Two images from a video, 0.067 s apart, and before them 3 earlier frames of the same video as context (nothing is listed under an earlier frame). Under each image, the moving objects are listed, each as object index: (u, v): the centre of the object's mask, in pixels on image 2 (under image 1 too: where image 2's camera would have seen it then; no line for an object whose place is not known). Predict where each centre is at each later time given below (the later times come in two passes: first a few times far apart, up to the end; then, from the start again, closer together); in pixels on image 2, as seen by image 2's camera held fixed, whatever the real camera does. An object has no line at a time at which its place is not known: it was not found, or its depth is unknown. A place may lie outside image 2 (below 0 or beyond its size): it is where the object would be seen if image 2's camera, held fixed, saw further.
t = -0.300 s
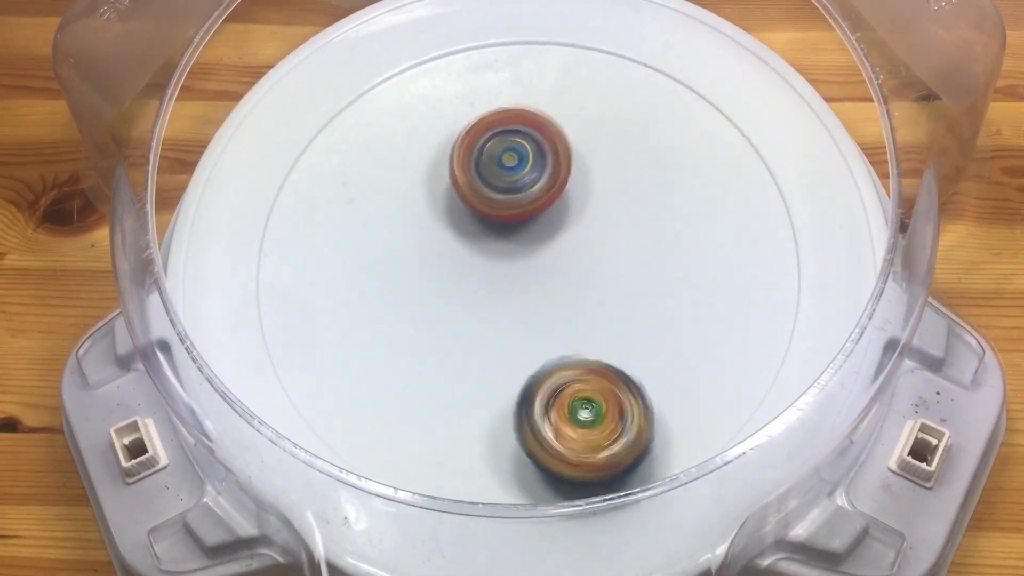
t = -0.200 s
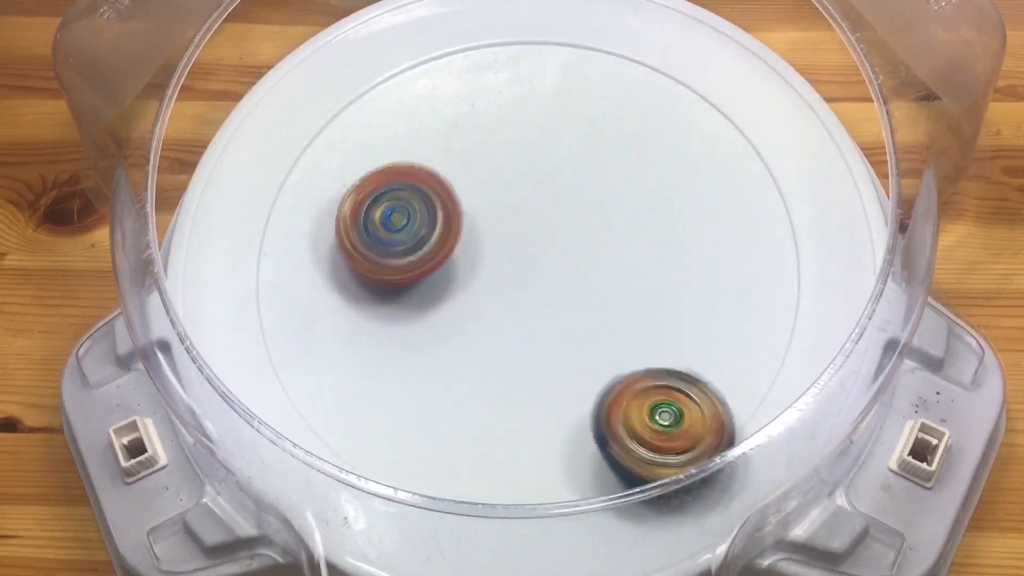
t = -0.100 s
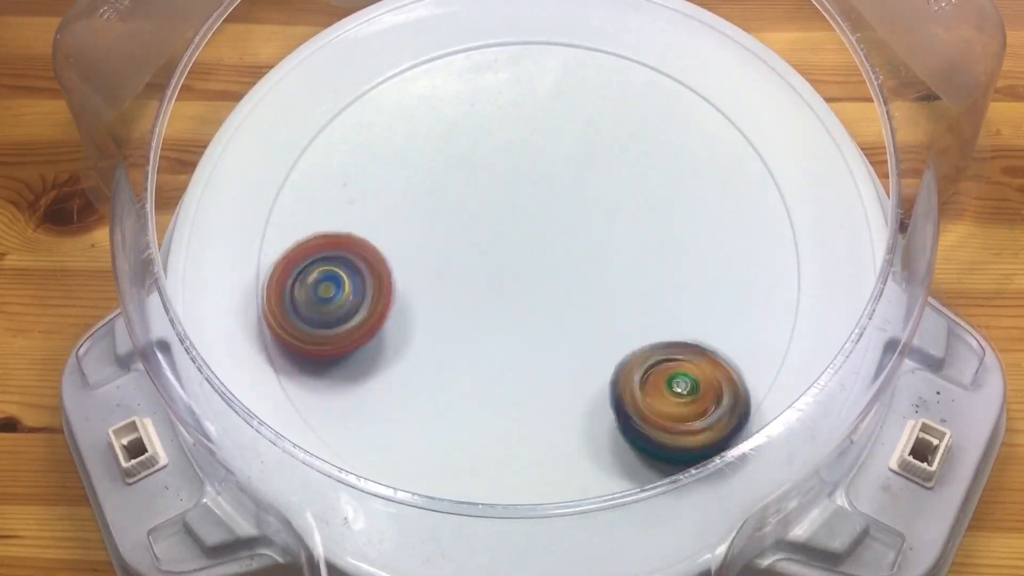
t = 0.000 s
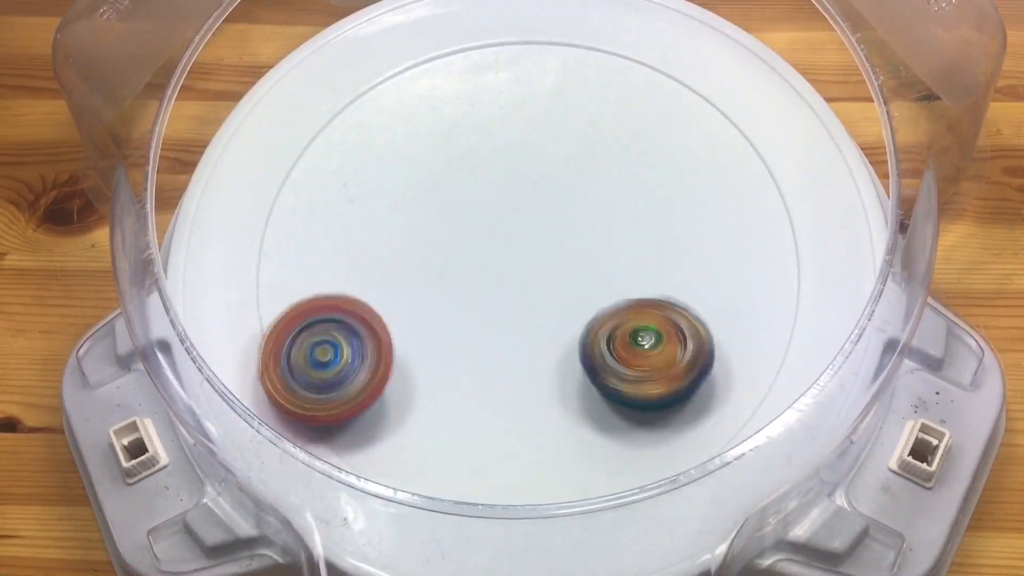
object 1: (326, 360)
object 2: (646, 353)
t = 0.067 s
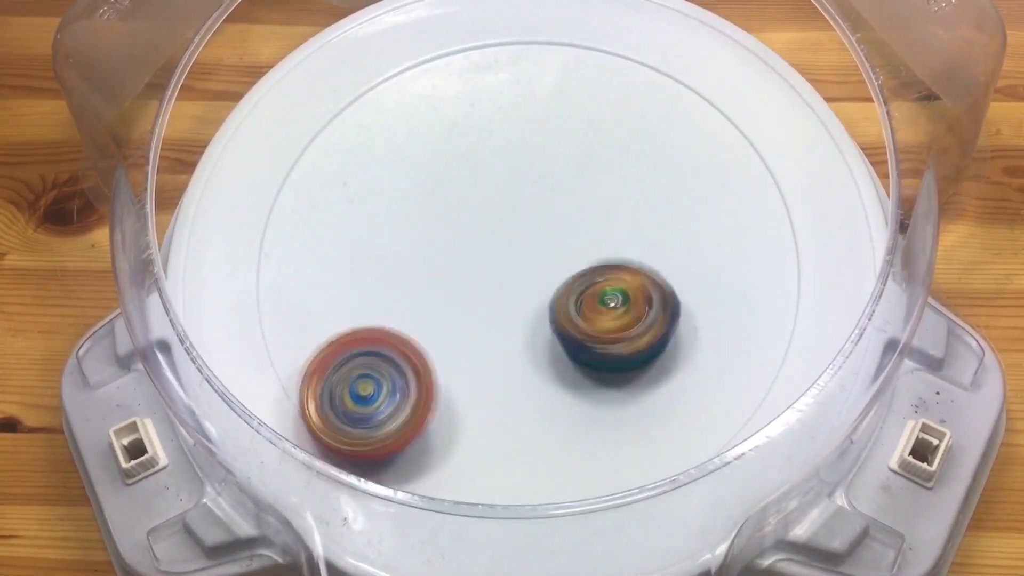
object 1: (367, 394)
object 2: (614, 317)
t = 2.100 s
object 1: (414, 325)
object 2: (600, 260)
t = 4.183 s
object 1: (497, 157)
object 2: (550, 289)
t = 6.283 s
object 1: (587, 351)
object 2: (472, 202)
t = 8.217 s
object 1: (439, 181)
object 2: (553, 275)
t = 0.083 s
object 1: (383, 402)
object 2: (605, 307)
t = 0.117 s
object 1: (418, 413)
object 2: (587, 288)
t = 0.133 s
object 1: (439, 414)
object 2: (578, 280)
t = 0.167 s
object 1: (483, 417)
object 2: (562, 261)
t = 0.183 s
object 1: (505, 418)
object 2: (555, 253)
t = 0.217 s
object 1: (554, 411)
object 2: (542, 233)
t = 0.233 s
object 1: (579, 404)
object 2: (538, 224)
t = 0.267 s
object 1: (628, 388)
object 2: (530, 205)
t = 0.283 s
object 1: (653, 377)
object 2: (528, 196)
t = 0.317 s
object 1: (699, 352)
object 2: (525, 179)
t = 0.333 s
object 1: (716, 336)
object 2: (525, 170)
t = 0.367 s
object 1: (752, 302)
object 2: (528, 156)
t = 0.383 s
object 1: (769, 280)
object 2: (530, 151)
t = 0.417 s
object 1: (788, 237)
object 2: (538, 141)
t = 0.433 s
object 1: (796, 218)
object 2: (543, 136)
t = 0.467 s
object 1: (789, 175)
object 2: (555, 130)
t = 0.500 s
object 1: (765, 140)
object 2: (568, 127)
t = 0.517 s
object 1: (750, 127)
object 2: (576, 127)
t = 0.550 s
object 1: (713, 97)
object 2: (593, 130)
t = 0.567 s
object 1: (703, 79)
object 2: (586, 134)
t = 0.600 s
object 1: (699, 49)
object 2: (558, 151)
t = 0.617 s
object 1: (694, 38)
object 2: (544, 161)
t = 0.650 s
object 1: (680, 27)
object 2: (517, 179)
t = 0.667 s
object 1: (671, 24)
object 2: (506, 187)
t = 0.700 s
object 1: (642, 24)
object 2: (484, 207)
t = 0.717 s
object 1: (630, 27)
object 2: (472, 216)
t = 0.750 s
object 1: (597, 30)
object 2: (456, 238)
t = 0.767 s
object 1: (580, 36)
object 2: (450, 245)
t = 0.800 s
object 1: (542, 52)
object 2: (439, 263)
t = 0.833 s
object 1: (499, 82)
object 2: (432, 278)
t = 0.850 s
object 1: (480, 99)
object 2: (432, 282)
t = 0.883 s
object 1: (440, 138)
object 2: (429, 293)
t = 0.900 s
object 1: (420, 158)
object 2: (426, 298)
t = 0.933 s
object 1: (387, 198)
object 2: (428, 312)
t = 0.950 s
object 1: (368, 208)
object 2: (430, 328)
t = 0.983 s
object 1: (341, 228)
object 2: (436, 362)
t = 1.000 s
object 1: (327, 239)
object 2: (440, 378)
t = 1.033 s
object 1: (312, 262)
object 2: (447, 402)
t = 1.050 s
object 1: (304, 275)
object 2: (448, 414)
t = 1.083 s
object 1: (301, 301)
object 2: (455, 430)
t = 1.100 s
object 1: (300, 315)
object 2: (454, 434)
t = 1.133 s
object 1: (311, 342)
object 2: (457, 438)
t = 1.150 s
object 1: (317, 356)
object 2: (460, 438)
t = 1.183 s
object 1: (338, 377)
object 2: (467, 439)
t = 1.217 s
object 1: (318, 371)
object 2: (524, 446)
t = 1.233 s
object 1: (309, 365)
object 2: (549, 450)
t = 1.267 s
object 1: (304, 352)
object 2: (603, 448)
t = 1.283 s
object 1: (305, 348)
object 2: (632, 459)
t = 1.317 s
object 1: (308, 337)
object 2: (674, 447)
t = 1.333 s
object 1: (315, 331)
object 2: (680, 421)
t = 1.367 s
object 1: (334, 320)
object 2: (705, 398)
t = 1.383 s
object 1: (342, 316)
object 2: (713, 386)
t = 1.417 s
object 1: (367, 306)
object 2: (724, 356)
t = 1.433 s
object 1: (381, 302)
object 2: (726, 341)
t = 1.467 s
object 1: (407, 294)
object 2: (724, 310)
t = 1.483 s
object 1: (421, 290)
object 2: (720, 296)
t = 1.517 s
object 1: (450, 284)
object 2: (709, 269)
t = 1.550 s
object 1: (473, 277)
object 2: (694, 245)
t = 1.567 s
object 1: (485, 272)
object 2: (686, 233)
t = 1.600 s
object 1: (507, 265)
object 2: (666, 215)
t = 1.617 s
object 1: (515, 260)
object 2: (654, 206)
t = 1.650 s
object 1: (528, 247)
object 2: (633, 193)
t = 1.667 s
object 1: (516, 249)
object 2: (641, 177)
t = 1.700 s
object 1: (489, 249)
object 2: (662, 150)
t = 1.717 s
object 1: (475, 251)
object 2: (672, 138)
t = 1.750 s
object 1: (444, 251)
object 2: (690, 118)
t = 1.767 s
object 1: (428, 251)
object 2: (698, 109)
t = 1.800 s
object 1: (404, 252)
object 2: (713, 99)
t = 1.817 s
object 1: (394, 254)
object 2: (718, 98)
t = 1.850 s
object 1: (375, 260)
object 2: (716, 109)
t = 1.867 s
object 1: (369, 262)
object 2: (711, 117)
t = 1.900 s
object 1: (359, 268)
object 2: (703, 138)
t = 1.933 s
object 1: (359, 276)
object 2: (692, 160)
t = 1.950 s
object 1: (359, 282)
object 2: (686, 172)
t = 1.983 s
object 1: (362, 292)
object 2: (671, 193)
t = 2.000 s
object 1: (366, 298)
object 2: (661, 204)
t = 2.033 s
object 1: (378, 308)
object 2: (642, 226)
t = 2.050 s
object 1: (387, 313)
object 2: (632, 235)
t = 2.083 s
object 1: (405, 322)
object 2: (612, 252)
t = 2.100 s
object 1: (414, 325)
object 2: (600, 260)
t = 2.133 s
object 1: (435, 325)
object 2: (580, 274)
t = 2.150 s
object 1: (446, 323)
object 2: (571, 280)
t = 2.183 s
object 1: (445, 323)
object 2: (577, 281)
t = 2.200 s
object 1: (443, 321)
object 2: (580, 283)
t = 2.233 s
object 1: (438, 317)
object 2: (585, 282)
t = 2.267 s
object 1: (433, 309)
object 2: (588, 281)
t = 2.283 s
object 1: (432, 306)
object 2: (588, 282)
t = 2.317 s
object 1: (430, 299)
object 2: (587, 279)
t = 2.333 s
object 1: (429, 296)
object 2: (588, 278)
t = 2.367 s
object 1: (427, 291)
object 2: (586, 274)
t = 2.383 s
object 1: (425, 288)
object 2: (583, 273)
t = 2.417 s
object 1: (422, 283)
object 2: (579, 270)
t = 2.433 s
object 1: (421, 280)
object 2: (577, 270)
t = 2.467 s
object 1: (417, 275)
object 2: (573, 268)
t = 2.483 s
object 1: (415, 272)
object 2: (569, 267)
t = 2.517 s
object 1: (413, 266)
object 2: (565, 266)
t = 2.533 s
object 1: (412, 263)
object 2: (564, 267)
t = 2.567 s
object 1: (412, 258)
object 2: (559, 264)
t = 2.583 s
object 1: (412, 256)
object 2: (557, 263)
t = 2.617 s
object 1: (413, 253)
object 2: (554, 262)
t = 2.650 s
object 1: (414, 250)
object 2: (550, 262)
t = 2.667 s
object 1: (414, 248)
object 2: (548, 259)
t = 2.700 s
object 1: (416, 245)
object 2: (545, 259)
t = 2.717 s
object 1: (417, 243)
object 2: (546, 258)
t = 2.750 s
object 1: (414, 235)
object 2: (550, 261)
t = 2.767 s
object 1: (410, 231)
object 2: (554, 263)
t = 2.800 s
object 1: (405, 223)
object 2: (559, 265)
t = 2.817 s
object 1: (403, 219)
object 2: (561, 266)
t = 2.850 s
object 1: (400, 214)
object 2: (564, 266)
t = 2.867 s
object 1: (399, 212)
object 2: (566, 266)
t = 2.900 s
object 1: (398, 211)
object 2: (566, 265)
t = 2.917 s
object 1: (398, 212)
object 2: (565, 264)
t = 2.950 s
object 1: (398, 214)
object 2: (564, 261)
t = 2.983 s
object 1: (401, 219)
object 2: (561, 258)
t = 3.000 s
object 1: (402, 221)
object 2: (561, 256)
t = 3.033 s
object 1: (408, 225)
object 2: (556, 252)
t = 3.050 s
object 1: (411, 227)
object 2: (553, 251)
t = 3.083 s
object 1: (421, 229)
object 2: (548, 247)
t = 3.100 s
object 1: (421, 226)
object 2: (551, 246)
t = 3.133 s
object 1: (423, 220)
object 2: (556, 250)
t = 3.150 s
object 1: (424, 217)
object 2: (559, 253)
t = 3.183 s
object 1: (427, 213)
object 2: (560, 256)
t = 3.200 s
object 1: (428, 212)
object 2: (560, 256)
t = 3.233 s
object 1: (432, 210)
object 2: (559, 258)
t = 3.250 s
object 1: (434, 209)
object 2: (557, 259)
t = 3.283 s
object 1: (437, 208)
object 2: (554, 260)
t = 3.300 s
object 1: (440, 208)
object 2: (552, 260)
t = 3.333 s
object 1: (431, 198)
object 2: (563, 270)
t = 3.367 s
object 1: (422, 187)
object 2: (573, 280)
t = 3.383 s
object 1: (418, 183)
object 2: (577, 283)
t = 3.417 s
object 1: (410, 177)
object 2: (582, 288)
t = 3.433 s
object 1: (407, 176)
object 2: (583, 291)
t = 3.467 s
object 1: (401, 177)
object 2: (584, 293)
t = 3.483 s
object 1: (399, 178)
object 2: (585, 293)
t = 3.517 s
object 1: (398, 184)
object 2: (584, 293)
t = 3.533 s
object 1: (398, 189)
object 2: (581, 293)
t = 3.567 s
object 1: (401, 199)
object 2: (578, 293)
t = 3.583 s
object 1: (404, 205)
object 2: (578, 292)
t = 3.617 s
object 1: (412, 217)
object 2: (574, 290)
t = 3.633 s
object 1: (416, 223)
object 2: (570, 289)
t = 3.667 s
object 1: (428, 232)
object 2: (565, 288)
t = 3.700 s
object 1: (442, 237)
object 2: (564, 287)
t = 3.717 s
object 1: (446, 235)
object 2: (568, 288)
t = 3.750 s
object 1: (455, 230)
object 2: (575, 291)
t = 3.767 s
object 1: (459, 227)
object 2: (576, 293)
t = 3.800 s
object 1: (467, 218)
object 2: (578, 293)
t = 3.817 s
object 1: (472, 215)
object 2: (579, 292)
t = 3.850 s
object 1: (482, 207)
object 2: (579, 291)
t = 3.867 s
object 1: (487, 203)
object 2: (578, 290)
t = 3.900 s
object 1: (496, 193)
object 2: (576, 288)
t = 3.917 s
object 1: (500, 187)
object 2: (575, 288)
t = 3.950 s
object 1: (505, 176)
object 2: (571, 285)
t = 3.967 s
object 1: (505, 172)
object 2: (571, 284)
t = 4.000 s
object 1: (506, 166)
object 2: (567, 282)
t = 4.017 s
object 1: (506, 165)
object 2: (564, 280)
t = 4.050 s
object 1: (506, 161)
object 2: (561, 277)
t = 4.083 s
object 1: (505, 160)
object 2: (557, 275)
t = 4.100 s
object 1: (504, 160)
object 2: (556, 273)
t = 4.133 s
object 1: (500, 164)
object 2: (553, 272)
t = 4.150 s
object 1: (498, 163)
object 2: (551, 276)
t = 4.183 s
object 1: (497, 157)
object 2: (550, 289)
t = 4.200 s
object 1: (497, 155)
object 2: (548, 292)
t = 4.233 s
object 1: (497, 151)
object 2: (546, 298)
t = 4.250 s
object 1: (495, 151)
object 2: (546, 300)
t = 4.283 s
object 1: (493, 155)
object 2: (544, 303)
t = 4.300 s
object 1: (494, 158)
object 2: (542, 304)
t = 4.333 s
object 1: (495, 163)
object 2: (539, 304)
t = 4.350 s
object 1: (495, 165)
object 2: (539, 305)
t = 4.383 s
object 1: (494, 172)
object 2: (537, 305)
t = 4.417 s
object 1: (497, 182)
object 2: (536, 305)
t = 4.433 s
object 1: (499, 187)
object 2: (534, 305)
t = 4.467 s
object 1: (506, 190)
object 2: (532, 309)
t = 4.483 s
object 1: (508, 187)
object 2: (530, 313)
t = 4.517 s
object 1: (516, 188)
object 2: (526, 317)
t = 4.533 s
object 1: (522, 187)
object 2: (525, 320)
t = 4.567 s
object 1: (532, 184)
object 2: (523, 319)
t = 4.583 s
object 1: (534, 183)
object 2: (521, 318)
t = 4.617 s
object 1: (541, 185)
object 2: (519, 316)
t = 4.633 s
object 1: (545, 185)
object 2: (519, 313)
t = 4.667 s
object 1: (551, 184)
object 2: (517, 308)
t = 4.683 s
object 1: (551, 184)
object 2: (515, 306)
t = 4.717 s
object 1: (555, 187)
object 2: (512, 300)
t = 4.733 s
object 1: (559, 186)
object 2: (510, 299)
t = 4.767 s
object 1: (563, 181)
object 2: (504, 298)
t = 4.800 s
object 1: (569, 181)
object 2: (499, 297)
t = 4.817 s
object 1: (572, 179)
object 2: (496, 295)
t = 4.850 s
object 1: (574, 176)
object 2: (492, 293)
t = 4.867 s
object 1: (573, 178)
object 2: (493, 292)
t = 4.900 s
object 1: (577, 180)
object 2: (490, 289)
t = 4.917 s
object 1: (577, 179)
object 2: (487, 289)
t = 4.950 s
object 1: (573, 183)
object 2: (486, 286)
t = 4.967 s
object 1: (574, 185)
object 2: (488, 284)
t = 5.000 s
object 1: (573, 188)
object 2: (487, 282)
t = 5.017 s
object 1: (573, 189)
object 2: (481, 283)
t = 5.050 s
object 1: (584, 192)
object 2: (470, 287)
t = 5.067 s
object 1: (589, 194)
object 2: (466, 286)
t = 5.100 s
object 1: (593, 197)
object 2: (460, 289)
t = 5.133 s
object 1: (601, 203)
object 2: (457, 291)
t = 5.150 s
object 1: (603, 204)
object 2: (459, 291)
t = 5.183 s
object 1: (603, 212)
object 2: (461, 291)
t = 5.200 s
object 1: (605, 215)
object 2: (461, 293)
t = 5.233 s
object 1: (604, 220)
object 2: (467, 292)
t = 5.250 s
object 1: (602, 226)
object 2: (471, 293)
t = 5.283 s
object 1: (603, 232)
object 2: (478, 292)
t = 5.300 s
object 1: (600, 233)
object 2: (480, 291)
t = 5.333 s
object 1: (618, 237)
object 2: (460, 296)
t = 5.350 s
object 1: (633, 238)
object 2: (445, 296)
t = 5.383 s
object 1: (659, 237)
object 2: (415, 295)
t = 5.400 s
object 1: (667, 238)
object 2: (402, 296)
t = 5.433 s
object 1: (684, 238)
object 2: (378, 290)
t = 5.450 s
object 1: (687, 237)
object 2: (367, 286)
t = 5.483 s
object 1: (695, 236)
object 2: (351, 277)
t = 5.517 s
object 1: (694, 234)
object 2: (340, 267)
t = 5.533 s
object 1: (695, 231)
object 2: (338, 260)
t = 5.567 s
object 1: (691, 227)
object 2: (335, 249)
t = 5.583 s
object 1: (690, 226)
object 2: (333, 244)
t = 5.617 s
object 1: (683, 223)
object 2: (336, 234)
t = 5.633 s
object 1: (681, 224)
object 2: (340, 231)
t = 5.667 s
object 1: (673, 225)
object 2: (349, 223)
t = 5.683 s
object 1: (669, 228)
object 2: (352, 221)
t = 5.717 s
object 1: (660, 231)
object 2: (364, 218)
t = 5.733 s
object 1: (654, 235)
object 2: (373, 216)
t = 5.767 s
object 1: (645, 240)
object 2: (387, 215)
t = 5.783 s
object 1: (636, 244)
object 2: (392, 218)
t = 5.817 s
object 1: (626, 252)
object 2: (407, 219)
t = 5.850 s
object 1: (611, 259)
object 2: (422, 220)
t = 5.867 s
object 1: (604, 262)
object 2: (430, 220)
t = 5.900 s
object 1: (590, 268)
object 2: (443, 222)
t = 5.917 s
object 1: (584, 270)
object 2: (452, 223)
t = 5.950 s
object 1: (574, 276)
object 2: (463, 225)
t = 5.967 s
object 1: (578, 287)
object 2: (459, 216)
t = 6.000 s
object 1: (585, 309)
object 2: (452, 204)
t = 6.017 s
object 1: (587, 319)
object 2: (451, 197)
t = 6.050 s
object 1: (590, 335)
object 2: (448, 190)
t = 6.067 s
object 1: (591, 340)
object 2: (446, 187)
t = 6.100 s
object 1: (591, 350)
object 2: (447, 183)
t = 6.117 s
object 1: (592, 352)
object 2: (448, 182)
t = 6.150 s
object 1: (591, 356)
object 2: (450, 183)
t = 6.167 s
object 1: (592, 355)
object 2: (451, 184)
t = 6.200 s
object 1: (591, 356)
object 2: (455, 188)
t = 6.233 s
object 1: (590, 355)
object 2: (461, 194)
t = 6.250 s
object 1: (591, 354)
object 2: (466, 195)
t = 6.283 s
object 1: (587, 351)
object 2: (472, 202)
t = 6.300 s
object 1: (587, 349)
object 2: (476, 207)
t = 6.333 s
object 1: (581, 345)
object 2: (483, 212)
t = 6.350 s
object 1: (580, 341)
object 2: (486, 215)
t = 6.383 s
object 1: (575, 335)
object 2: (493, 221)
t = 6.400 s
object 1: (570, 331)
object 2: (497, 224)
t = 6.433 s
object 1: (567, 323)
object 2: (504, 229)
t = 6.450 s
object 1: (562, 325)
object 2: (504, 227)
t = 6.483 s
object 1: (562, 334)
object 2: (504, 212)
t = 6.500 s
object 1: (561, 339)
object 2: (504, 206)
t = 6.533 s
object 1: (555, 346)
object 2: (503, 197)
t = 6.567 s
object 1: (551, 349)
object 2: (503, 191)
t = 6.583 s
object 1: (548, 350)
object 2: (500, 190)
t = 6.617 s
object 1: (539, 350)
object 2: (498, 189)
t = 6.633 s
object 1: (535, 349)
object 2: (499, 189)
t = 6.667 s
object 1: (526, 344)
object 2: (497, 192)
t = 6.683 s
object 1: (523, 341)
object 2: (495, 194)
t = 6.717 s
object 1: (512, 335)
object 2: (495, 197)
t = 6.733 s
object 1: (507, 329)
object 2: (494, 201)
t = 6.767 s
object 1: (501, 320)
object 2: (495, 208)
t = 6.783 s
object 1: (495, 317)
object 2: (496, 209)
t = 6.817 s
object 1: (483, 326)
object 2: (502, 199)
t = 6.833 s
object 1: (480, 329)
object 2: (504, 195)
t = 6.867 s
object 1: (472, 336)
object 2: (509, 189)
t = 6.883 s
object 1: (466, 337)
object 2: (511, 185)
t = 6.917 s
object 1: (455, 340)
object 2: (514, 184)
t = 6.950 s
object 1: (446, 341)
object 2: (517, 185)
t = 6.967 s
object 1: (441, 342)
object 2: (517, 185)
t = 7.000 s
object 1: (432, 343)
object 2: (520, 188)
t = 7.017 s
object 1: (429, 344)
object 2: (522, 189)
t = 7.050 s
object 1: (422, 342)
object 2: (524, 194)
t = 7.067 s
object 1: (421, 340)
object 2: (525, 196)
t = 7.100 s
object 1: (418, 339)
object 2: (527, 202)
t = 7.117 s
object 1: (416, 337)
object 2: (527, 202)
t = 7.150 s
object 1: (414, 334)
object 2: (529, 208)
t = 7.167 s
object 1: (413, 332)
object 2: (531, 211)
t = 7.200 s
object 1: (413, 326)
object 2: (533, 215)
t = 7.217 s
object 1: (415, 324)
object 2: (532, 217)
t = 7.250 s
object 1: (416, 318)
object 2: (534, 221)
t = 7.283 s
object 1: (417, 310)
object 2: (535, 225)
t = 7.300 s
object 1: (419, 305)
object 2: (537, 228)
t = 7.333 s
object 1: (424, 295)
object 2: (538, 230)
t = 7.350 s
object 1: (425, 290)
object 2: (538, 231)
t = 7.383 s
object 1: (427, 281)
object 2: (542, 233)
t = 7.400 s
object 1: (426, 278)
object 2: (548, 234)
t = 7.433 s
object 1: (424, 269)
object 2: (554, 232)
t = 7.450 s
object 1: (426, 264)
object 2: (556, 231)
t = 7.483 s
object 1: (427, 255)
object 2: (559, 230)
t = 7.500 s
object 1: (426, 249)
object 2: (562, 230)
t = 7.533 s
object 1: (429, 241)
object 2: (562, 230)
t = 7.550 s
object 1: (431, 239)
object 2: (560, 229)
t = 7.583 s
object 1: (433, 231)
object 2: (559, 229)
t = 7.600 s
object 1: (434, 225)
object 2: (561, 229)
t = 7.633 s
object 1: (433, 218)
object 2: (563, 231)
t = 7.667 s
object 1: (432, 210)
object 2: (566, 232)
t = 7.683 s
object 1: (431, 205)
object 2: (566, 231)
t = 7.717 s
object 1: (432, 199)
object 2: (566, 233)
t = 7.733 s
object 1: (431, 197)
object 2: (566, 233)
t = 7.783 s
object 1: (432, 191)
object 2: (564, 235)
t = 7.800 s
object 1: (434, 189)
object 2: (561, 235)
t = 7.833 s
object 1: (435, 184)
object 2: (557, 237)
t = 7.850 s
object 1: (434, 181)
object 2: (556, 238)
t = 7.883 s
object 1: (436, 177)
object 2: (551, 240)
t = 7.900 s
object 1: (439, 177)
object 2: (549, 242)
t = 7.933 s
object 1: (442, 175)
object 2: (544, 244)
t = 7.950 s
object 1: (444, 173)
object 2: (542, 245)
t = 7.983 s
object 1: (439, 166)
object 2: (549, 254)
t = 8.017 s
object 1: (435, 162)
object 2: (554, 260)
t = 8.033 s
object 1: (432, 161)
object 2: (555, 263)
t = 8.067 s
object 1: (427, 160)
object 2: (556, 267)
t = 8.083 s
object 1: (427, 160)
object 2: (559, 268)
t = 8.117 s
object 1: (425, 163)
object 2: (559, 271)
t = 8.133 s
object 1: (425, 164)
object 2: (557, 272)
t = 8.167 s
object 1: (428, 170)
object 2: (556, 274)
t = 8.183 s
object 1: (431, 174)
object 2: (556, 274)
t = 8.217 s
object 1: (439, 181)
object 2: (553, 275)
